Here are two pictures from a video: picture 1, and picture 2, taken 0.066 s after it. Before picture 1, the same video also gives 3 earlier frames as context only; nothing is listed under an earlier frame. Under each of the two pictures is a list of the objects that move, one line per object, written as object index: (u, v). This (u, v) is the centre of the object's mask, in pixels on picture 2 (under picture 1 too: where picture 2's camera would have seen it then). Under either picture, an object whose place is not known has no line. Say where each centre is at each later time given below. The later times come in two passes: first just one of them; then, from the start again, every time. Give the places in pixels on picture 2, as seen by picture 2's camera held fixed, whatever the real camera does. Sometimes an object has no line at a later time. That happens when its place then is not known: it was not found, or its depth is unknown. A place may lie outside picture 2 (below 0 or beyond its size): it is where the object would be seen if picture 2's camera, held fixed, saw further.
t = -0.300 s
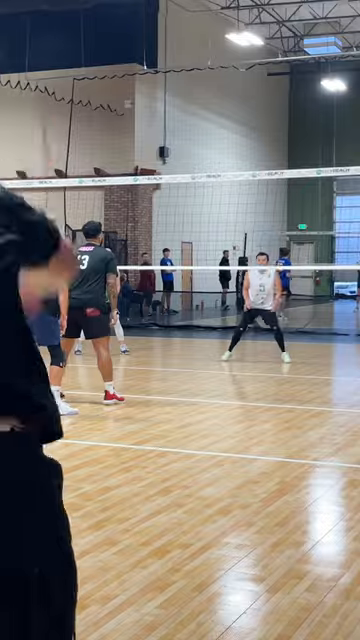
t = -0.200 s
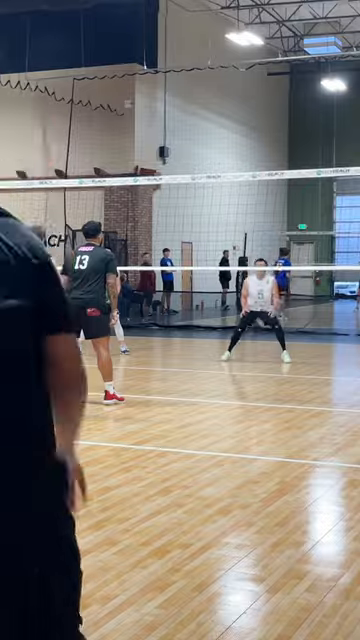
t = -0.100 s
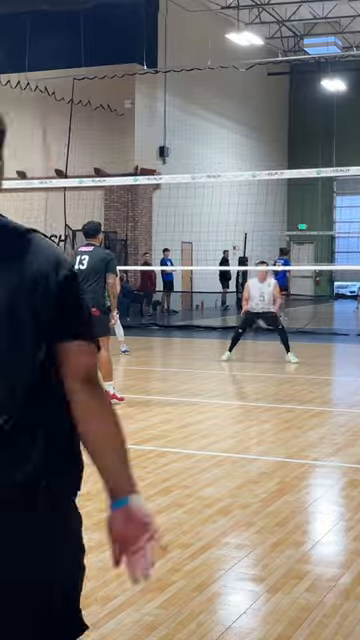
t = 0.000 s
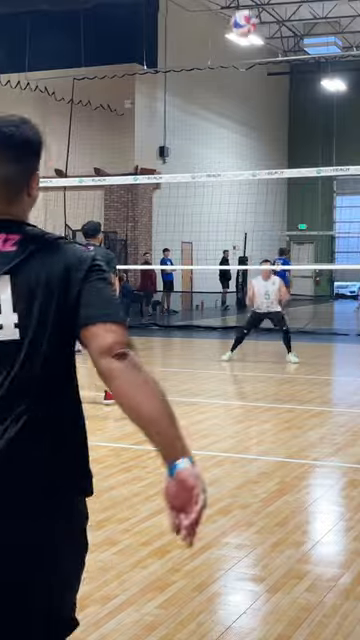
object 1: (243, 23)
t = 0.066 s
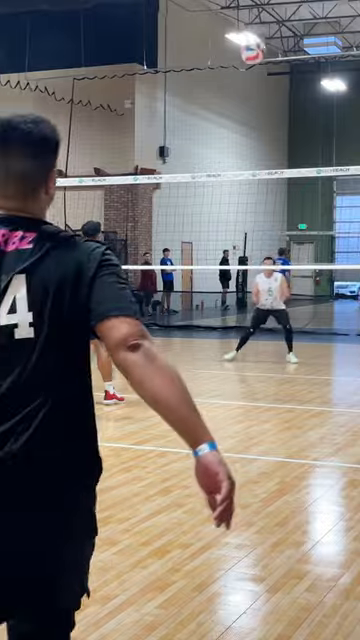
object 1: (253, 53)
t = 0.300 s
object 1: (280, 138)
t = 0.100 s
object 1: (257, 63)
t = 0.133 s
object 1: (261, 76)
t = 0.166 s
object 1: (265, 88)
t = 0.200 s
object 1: (269, 101)
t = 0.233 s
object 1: (273, 113)
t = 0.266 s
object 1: (277, 125)
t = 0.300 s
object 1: (280, 138)
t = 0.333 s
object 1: (284, 151)
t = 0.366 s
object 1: (287, 161)
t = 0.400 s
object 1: (292, 181)
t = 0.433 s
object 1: (294, 187)
